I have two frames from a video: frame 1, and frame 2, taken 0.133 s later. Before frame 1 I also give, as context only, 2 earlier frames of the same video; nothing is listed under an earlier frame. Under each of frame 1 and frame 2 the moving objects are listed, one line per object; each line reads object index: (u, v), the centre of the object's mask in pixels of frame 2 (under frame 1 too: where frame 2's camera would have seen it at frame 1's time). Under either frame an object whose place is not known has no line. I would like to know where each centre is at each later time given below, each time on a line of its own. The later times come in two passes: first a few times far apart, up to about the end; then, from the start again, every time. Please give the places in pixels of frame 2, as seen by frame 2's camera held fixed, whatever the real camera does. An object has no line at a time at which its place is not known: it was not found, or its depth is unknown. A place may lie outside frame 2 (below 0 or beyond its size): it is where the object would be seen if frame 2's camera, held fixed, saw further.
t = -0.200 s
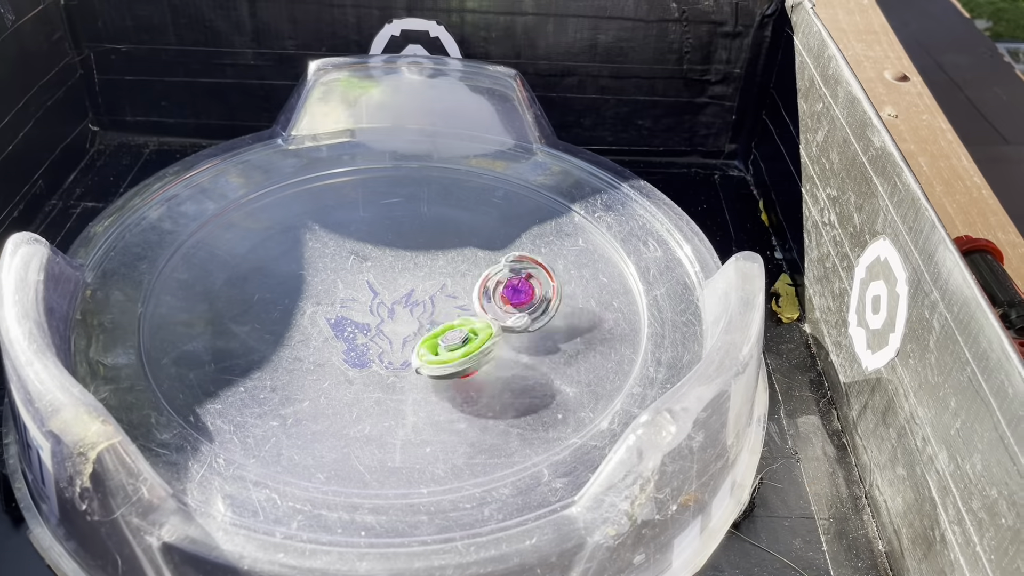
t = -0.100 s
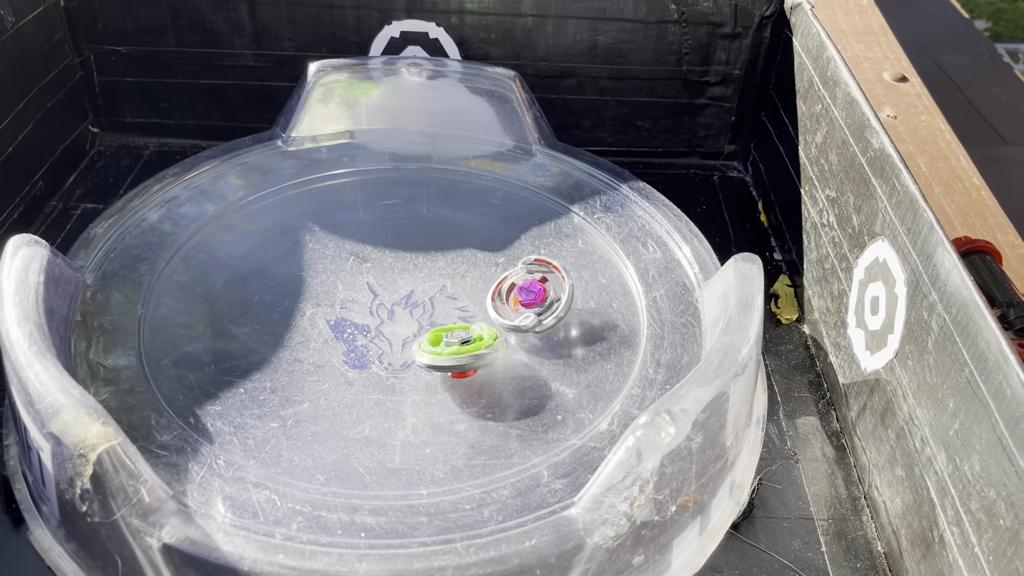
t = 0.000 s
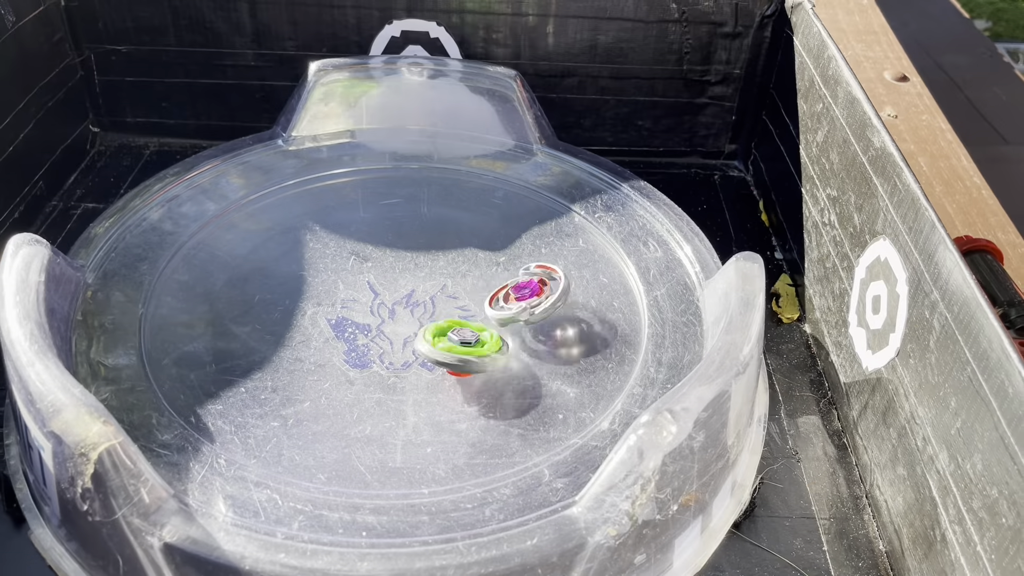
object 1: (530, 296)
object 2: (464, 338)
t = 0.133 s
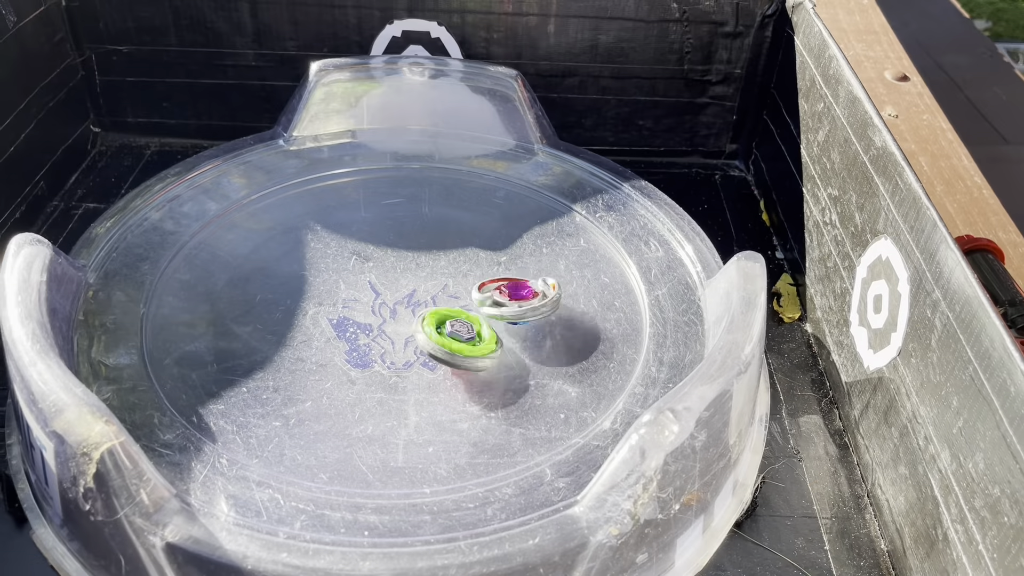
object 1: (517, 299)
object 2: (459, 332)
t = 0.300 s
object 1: (513, 283)
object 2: (412, 298)
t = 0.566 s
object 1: (479, 277)
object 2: (403, 252)
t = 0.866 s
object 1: (478, 318)
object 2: (436, 254)
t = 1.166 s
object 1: (477, 355)
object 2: (509, 289)
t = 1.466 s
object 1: (463, 361)
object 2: (535, 322)
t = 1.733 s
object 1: (457, 343)
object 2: (505, 354)
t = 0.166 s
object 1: (514, 296)
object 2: (451, 327)
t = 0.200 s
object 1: (512, 294)
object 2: (446, 319)
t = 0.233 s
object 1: (515, 290)
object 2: (429, 312)
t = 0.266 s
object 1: (514, 288)
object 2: (419, 306)
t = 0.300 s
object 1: (513, 283)
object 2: (412, 298)
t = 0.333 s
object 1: (511, 281)
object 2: (406, 291)
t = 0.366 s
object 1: (508, 280)
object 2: (405, 284)
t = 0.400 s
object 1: (503, 277)
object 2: (403, 276)
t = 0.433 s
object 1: (500, 275)
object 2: (403, 271)
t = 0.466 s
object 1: (495, 275)
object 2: (403, 265)
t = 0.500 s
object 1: (488, 276)
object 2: (404, 260)
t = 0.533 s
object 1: (480, 276)
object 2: (407, 257)
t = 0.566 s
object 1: (479, 277)
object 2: (403, 252)
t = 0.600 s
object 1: (480, 280)
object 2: (402, 247)
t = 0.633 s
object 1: (477, 284)
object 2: (405, 248)
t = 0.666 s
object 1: (470, 287)
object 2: (408, 249)
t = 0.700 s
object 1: (469, 291)
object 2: (409, 248)
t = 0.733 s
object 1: (471, 297)
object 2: (412, 244)
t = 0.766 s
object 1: (472, 304)
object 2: (417, 247)
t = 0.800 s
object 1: (473, 311)
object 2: (422, 248)
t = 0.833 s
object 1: (472, 316)
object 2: (428, 252)
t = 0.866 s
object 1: (478, 318)
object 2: (436, 254)
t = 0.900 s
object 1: (483, 322)
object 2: (442, 258)
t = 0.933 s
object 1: (481, 329)
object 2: (451, 261)
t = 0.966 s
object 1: (482, 332)
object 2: (458, 266)
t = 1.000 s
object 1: (481, 334)
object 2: (466, 271)
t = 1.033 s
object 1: (484, 336)
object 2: (474, 275)
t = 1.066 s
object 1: (487, 337)
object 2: (480, 279)
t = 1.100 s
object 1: (483, 344)
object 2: (490, 280)
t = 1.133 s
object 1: (479, 351)
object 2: (501, 283)
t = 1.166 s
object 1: (477, 355)
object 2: (509, 289)
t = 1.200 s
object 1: (477, 356)
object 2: (513, 293)
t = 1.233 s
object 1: (478, 356)
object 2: (519, 296)
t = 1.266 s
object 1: (478, 356)
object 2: (526, 300)
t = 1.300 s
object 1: (477, 357)
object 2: (530, 304)
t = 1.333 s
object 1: (475, 359)
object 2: (535, 308)
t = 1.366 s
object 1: (473, 360)
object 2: (536, 312)
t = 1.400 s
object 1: (471, 361)
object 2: (534, 315)
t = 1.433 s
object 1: (467, 361)
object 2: (536, 319)
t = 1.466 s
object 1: (463, 361)
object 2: (535, 322)
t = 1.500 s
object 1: (462, 361)
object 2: (531, 324)
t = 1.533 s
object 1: (461, 359)
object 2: (530, 328)
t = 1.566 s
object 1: (459, 357)
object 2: (531, 332)
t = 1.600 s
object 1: (457, 357)
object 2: (524, 336)
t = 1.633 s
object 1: (455, 354)
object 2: (517, 343)
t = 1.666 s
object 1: (455, 350)
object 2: (516, 353)
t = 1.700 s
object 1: (455, 347)
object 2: (507, 351)
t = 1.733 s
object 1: (457, 343)
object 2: (505, 354)
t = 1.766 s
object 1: (458, 340)
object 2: (504, 354)
